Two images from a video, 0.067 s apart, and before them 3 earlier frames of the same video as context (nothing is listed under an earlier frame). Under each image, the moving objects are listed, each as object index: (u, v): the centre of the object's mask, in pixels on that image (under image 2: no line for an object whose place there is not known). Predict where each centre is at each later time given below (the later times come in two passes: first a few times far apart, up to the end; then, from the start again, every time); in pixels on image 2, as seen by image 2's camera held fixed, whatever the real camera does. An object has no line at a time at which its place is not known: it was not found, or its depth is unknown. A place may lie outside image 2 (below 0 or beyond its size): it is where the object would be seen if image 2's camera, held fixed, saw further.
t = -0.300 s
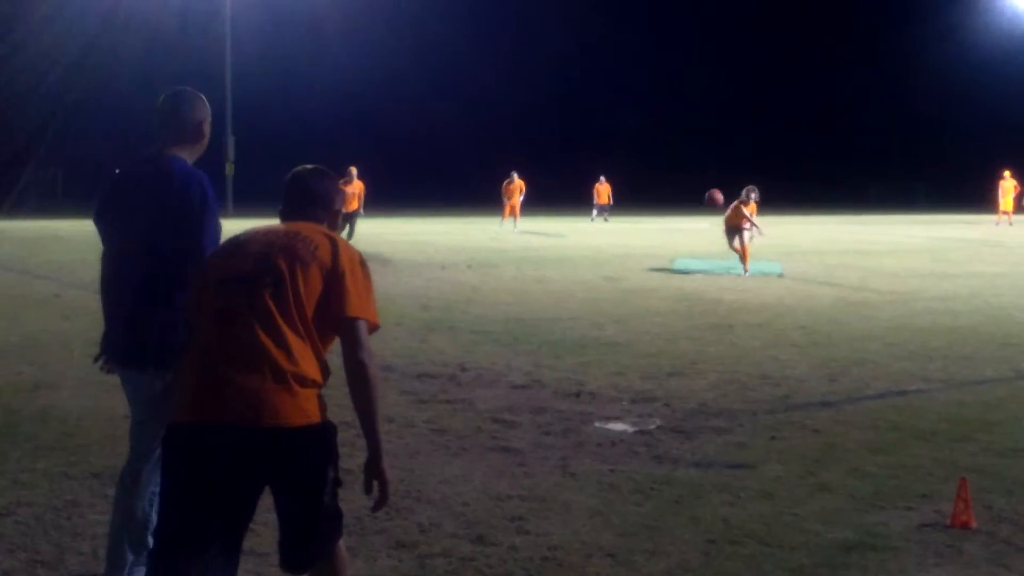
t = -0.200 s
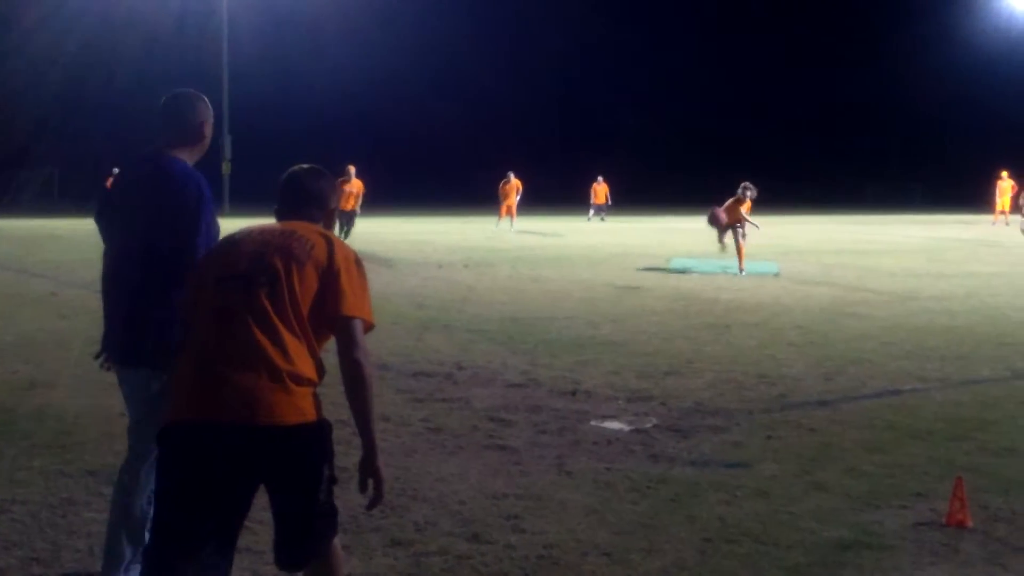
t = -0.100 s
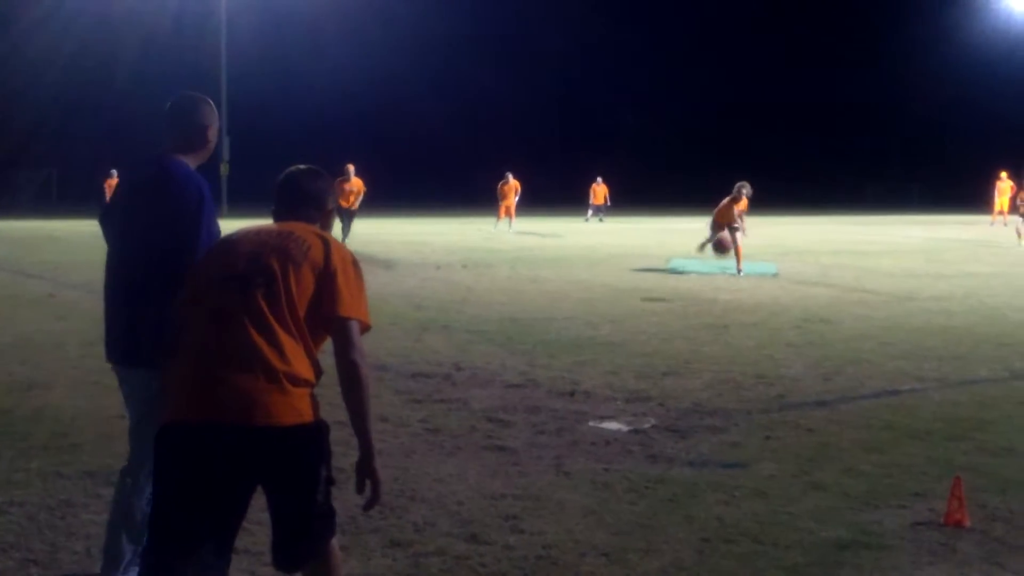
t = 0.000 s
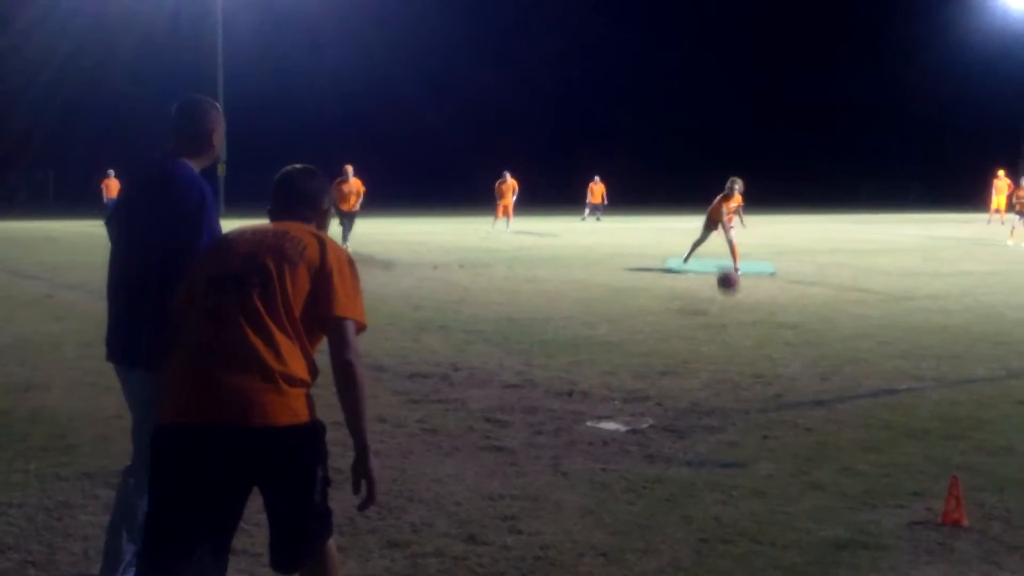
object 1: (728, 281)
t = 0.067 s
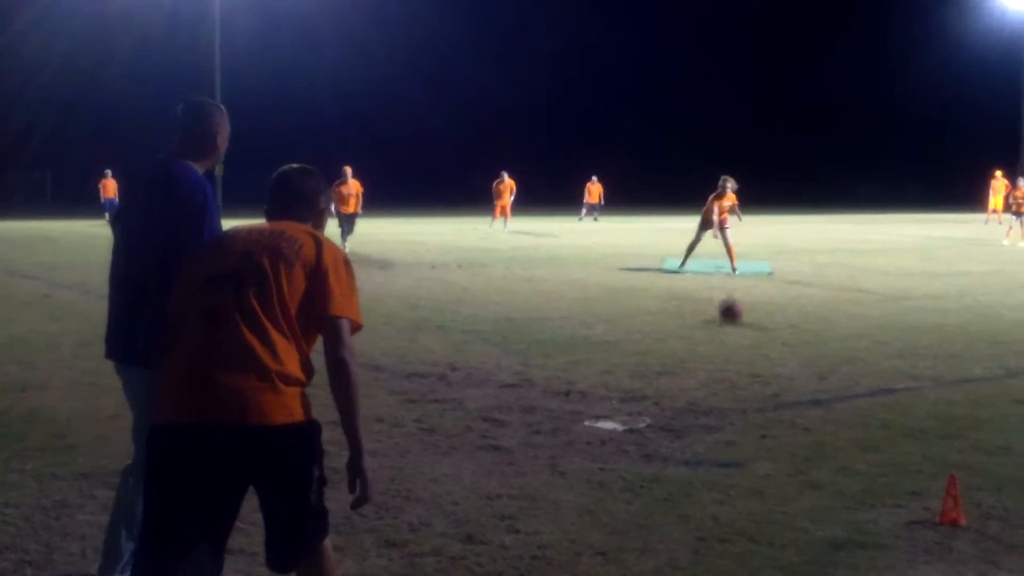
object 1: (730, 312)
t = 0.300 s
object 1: (721, 302)
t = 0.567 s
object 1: (697, 365)
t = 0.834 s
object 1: (654, 388)
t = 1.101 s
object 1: (597, 434)
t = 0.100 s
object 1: (731, 316)
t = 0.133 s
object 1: (730, 311)
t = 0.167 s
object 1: (728, 307)
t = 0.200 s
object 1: (726, 304)
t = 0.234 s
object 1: (725, 302)
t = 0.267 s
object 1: (723, 302)
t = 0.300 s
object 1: (721, 302)
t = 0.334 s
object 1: (718, 304)
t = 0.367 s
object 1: (715, 308)
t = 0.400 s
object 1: (713, 313)
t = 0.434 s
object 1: (711, 320)
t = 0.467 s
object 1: (707, 329)
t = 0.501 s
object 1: (704, 340)
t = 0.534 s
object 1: (700, 353)
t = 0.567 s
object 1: (697, 365)
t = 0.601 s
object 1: (693, 363)
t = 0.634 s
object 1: (688, 362)
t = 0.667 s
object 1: (683, 361)
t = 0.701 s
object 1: (678, 362)
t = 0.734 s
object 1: (672, 365)
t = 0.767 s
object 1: (667, 371)
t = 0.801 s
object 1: (660, 378)
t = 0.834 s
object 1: (654, 388)
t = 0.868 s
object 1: (647, 399)
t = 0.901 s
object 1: (639, 414)
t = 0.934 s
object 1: (634, 417)
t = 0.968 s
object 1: (627, 415)
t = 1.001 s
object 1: (620, 416)
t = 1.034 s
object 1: (612, 420)
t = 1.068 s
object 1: (605, 425)
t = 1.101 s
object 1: (597, 434)
